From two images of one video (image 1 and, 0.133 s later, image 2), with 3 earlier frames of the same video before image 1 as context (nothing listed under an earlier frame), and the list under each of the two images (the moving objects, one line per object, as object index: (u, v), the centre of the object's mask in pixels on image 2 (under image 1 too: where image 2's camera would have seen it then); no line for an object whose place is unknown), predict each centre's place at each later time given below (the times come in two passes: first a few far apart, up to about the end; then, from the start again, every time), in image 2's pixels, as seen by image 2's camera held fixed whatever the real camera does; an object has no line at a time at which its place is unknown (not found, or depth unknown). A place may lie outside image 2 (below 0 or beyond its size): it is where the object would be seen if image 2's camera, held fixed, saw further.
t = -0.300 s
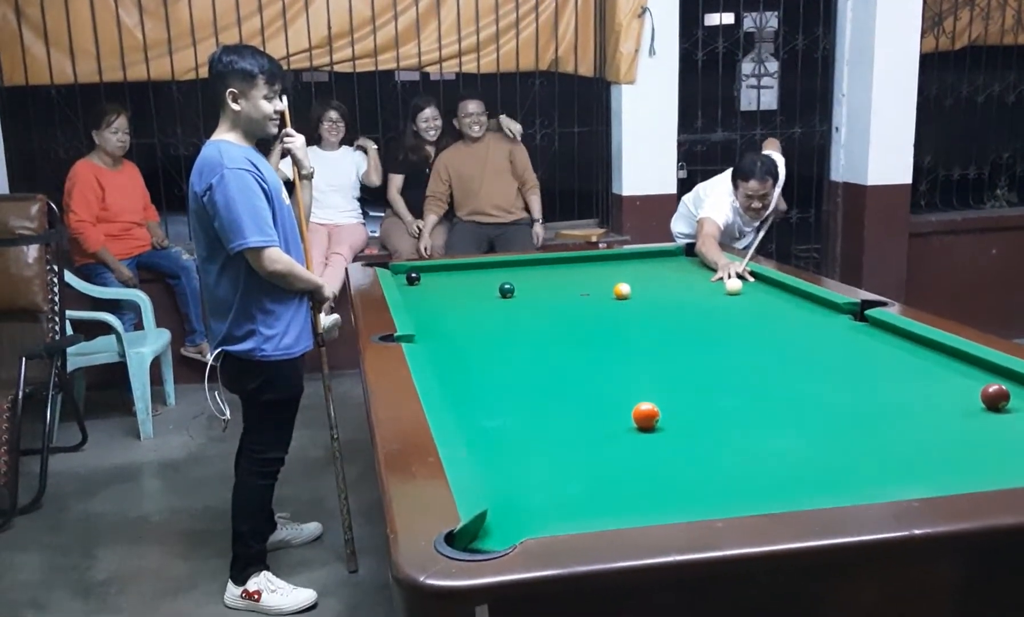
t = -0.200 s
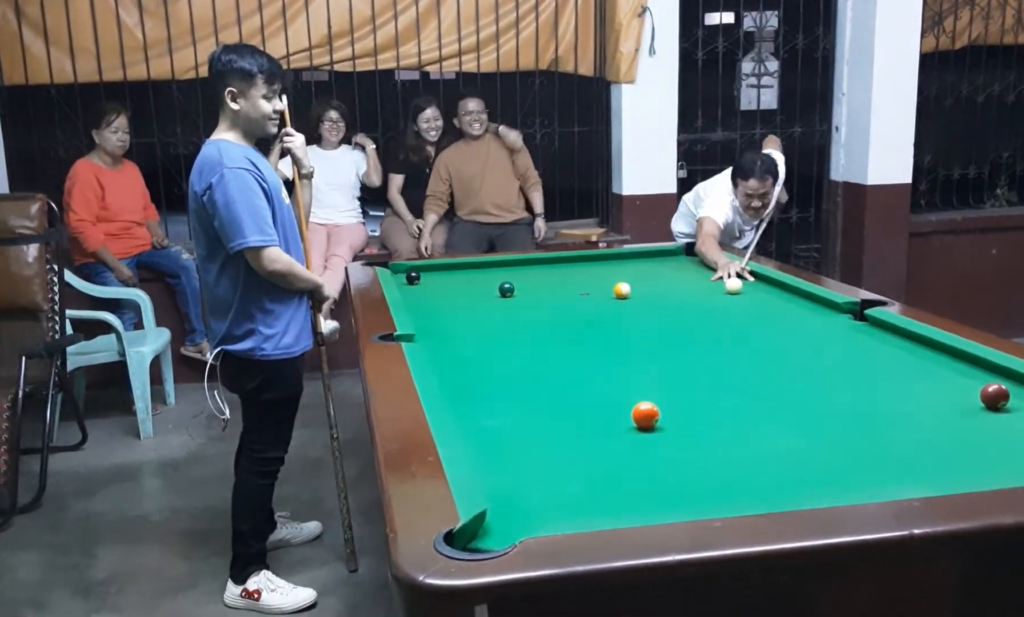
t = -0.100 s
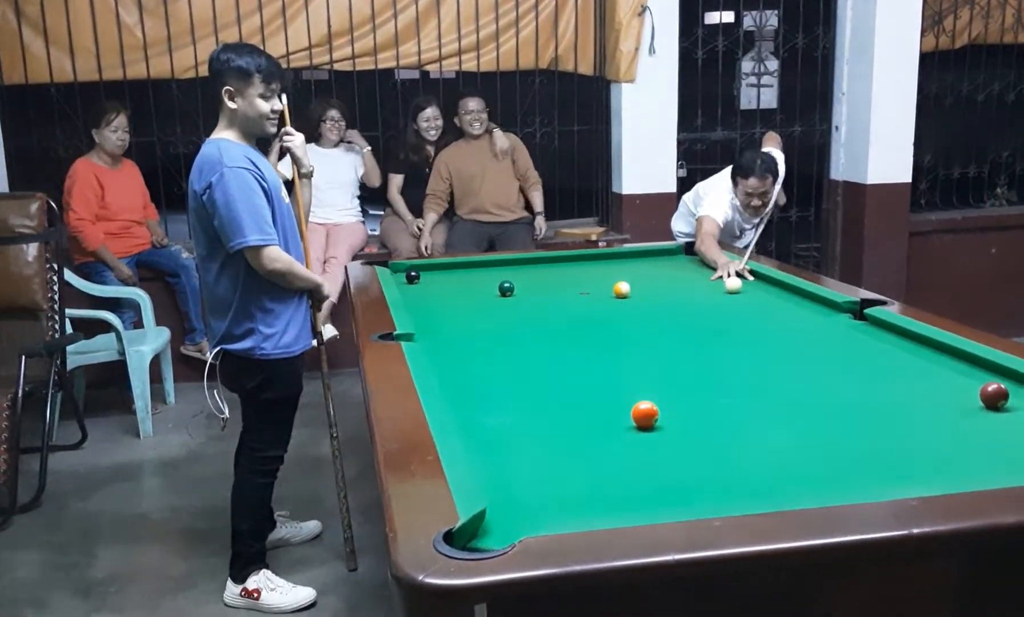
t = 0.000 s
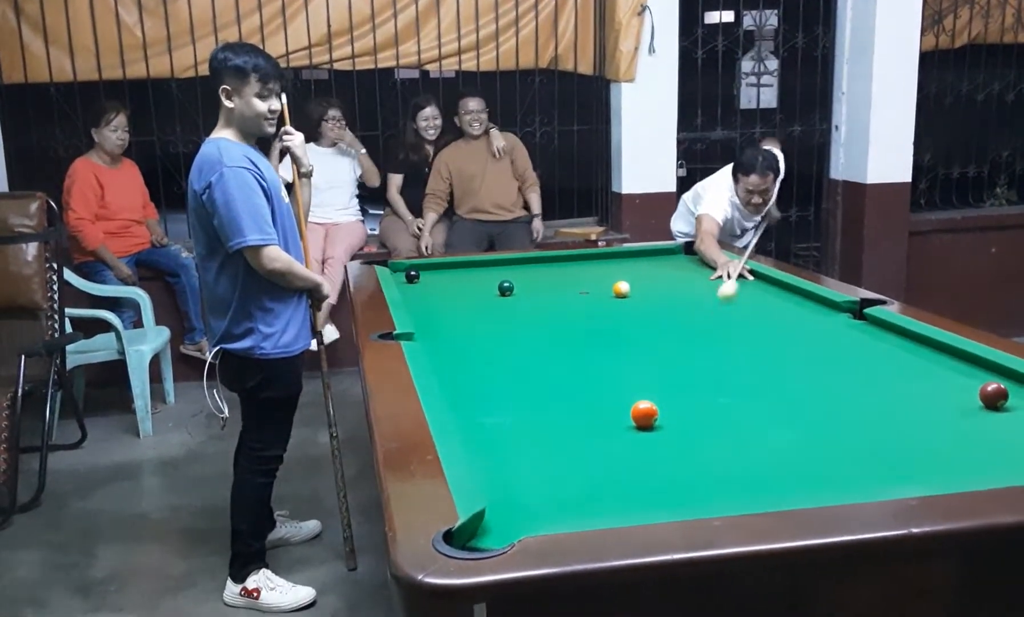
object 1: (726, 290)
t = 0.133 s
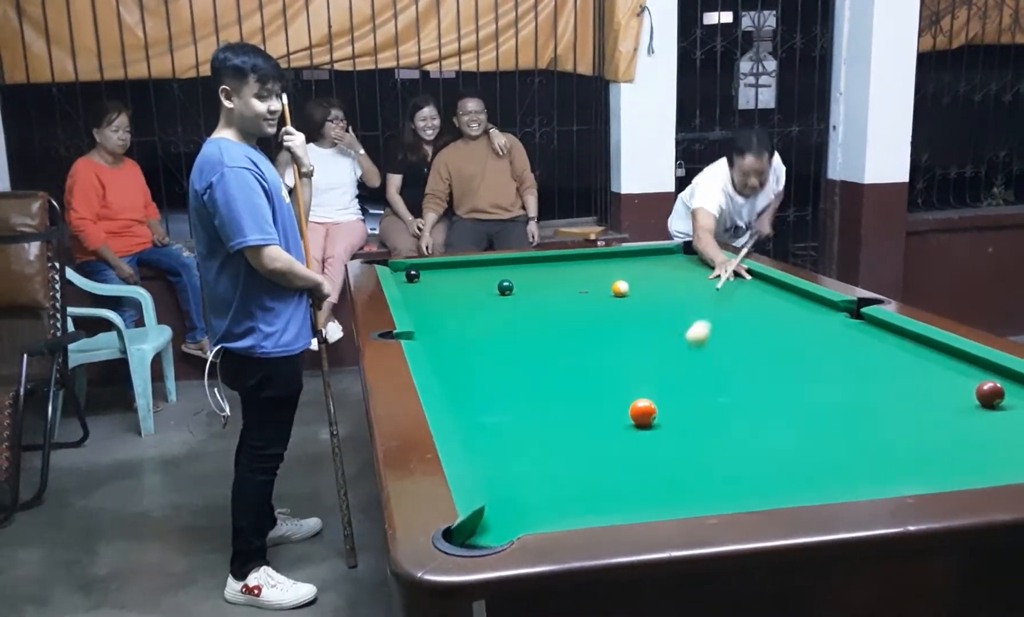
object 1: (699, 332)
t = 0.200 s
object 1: (681, 361)
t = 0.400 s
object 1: (690, 417)
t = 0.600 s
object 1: (744, 454)
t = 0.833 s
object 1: (760, 480)
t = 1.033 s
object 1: (718, 454)
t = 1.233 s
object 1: (684, 432)
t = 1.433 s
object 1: (655, 414)
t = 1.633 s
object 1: (631, 398)
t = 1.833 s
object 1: (609, 384)
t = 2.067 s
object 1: (588, 371)
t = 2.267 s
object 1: (572, 361)
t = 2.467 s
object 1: (558, 352)
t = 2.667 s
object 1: (546, 344)
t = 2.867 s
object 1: (534, 337)
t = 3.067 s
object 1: (524, 331)
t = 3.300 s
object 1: (516, 324)
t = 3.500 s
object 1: (509, 319)
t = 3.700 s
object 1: (504, 315)
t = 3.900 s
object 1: (500, 310)
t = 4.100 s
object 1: (498, 307)
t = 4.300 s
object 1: (495, 303)
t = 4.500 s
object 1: (492, 301)
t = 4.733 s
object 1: (489, 297)
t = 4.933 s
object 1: (487, 296)
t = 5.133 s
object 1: (485, 294)
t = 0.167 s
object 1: (690, 346)
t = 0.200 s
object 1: (681, 361)
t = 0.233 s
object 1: (671, 376)
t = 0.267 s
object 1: (661, 392)
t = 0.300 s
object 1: (659, 405)
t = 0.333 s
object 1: (669, 409)
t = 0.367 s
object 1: (680, 412)
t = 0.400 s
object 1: (690, 417)
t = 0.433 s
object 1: (700, 421)
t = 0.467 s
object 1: (709, 426)
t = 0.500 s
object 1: (718, 431)
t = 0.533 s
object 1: (727, 438)
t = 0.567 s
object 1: (736, 445)
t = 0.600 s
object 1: (744, 454)
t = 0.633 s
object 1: (753, 462)
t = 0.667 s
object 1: (762, 472)
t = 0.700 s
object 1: (770, 480)
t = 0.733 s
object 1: (780, 485)
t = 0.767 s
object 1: (778, 486)
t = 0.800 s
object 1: (768, 483)
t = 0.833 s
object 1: (760, 480)
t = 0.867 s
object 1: (752, 475)
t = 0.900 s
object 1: (745, 470)
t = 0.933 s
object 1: (738, 466)
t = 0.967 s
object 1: (731, 462)
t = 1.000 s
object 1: (725, 458)
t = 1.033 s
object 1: (718, 454)
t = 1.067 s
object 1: (712, 450)
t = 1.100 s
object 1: (707, 446)
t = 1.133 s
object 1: (701, 443)
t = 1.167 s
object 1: (695, 439)
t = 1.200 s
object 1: (689, 435)
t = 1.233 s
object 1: (684, 432)
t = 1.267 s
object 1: (679, 429)
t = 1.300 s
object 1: (674, 426)
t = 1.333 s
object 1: (669, 422)
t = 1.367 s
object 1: (664, 419)
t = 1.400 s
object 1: (660, 416)
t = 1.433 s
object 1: (655, 414)
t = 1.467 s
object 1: (651, 411)
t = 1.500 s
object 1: (647, 408)
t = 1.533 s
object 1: (643, 405)
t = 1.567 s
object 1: (639, 403)
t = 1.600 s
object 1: (635, 400)
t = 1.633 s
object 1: (631, 398)
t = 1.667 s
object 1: (627, 395)
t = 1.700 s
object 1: (623, 393)
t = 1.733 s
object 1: (619, 391)
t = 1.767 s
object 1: (616, 388)
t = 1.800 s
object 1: (613, 386)
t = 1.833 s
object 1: (609, 384)
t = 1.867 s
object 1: (606, 382)
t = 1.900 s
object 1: (603, 380)
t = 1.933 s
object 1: (600, 378)
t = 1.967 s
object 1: (596, 376)
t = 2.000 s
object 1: (593, 374)
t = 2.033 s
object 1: (590, 373)
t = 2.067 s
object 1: (588, 371)
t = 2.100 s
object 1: (585, 369)
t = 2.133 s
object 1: (582, 367)
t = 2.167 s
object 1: (579, 365)
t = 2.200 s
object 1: (577, 364)
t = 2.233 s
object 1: (574, 362)
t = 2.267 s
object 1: (572, 361)
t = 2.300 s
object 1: (569, 359)
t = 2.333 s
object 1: (567, 358)
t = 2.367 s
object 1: (564, 356)
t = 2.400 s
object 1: (562, 355)
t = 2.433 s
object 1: (560, 353)
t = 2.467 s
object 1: (558, 352)
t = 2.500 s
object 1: (556, 350)
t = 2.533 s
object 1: (553, 349)
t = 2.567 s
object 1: (551, 348)
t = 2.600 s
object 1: (549, 346)
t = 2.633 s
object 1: (547, 345)
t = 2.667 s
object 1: (546, 344)
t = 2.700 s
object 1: (544, 342)
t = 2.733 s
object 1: (542, 341)
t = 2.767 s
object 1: (540, 339)
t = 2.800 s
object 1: (538, 339)
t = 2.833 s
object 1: (536, 338)
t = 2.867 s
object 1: (534, 337)
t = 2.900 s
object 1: (532, 336)
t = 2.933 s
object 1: (531, 335)
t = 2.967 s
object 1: (529, 334)
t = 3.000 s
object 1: (527, 333)
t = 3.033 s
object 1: (526, 332)
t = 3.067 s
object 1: (524, 331)
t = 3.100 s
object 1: (523, 330)
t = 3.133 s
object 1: (522, 329)
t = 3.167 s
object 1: (520, 328)
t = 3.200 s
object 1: (519, 327)
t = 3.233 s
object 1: (518, 326)
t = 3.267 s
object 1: (517, 325)
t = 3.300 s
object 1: (516, 324)
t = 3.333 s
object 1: (514, 323)
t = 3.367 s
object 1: (513, 322)
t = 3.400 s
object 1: (512, 321)
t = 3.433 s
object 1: (511, 321)
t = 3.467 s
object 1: (510, 320)
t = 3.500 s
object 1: (509, 319)
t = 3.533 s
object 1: (508, 318)
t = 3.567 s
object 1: (507, 317)
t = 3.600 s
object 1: (506, 317)
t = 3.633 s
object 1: (506, 316)
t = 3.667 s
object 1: (505, 316)
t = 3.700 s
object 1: (504, 315)
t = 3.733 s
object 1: (503, 314)
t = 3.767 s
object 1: (503, 313)
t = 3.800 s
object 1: (502, 313)
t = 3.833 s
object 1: (502, 312)
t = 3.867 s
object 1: (501, 311)
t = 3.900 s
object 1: (500, 310)
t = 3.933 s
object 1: (500, 310)
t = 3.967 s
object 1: (499, 309)
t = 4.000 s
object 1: (499, 308)
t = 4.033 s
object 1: (499, 308)
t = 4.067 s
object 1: (498, 308)
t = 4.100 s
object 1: (498, 307)
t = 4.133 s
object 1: (497, 306)
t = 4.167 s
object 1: (497, 306)
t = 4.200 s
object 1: (496, 305)
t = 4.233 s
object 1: (496, 304)
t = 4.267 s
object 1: (495, 304)
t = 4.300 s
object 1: (495, 303)
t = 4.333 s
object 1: (494, 302)
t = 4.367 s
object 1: (494, 302)
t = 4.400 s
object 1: (493, 302)
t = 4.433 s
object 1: (493, 301)
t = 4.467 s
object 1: (493, 301)
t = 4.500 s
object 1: (492, 301)
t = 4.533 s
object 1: (491, 300)
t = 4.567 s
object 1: (491, 300)
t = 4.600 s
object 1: (491, 299)
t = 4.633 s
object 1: (490, 299)
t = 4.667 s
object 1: (490, 299)
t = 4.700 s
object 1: (490, 298)
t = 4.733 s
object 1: (489, 297)
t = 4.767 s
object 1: (489, 297)
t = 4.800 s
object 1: (489, 297)
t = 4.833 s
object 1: (488, 297)
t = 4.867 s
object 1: (488, 296)
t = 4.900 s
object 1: (488, 296)
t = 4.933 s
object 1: (487, 296)
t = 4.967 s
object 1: (487, 295)
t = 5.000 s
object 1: (487, 295)
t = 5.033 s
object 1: (487, 295)
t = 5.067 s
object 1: (486, 295)
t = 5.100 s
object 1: (486, 294)
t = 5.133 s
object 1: (485, 294)
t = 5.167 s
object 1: (485, 294)
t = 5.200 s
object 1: (485, 293)
